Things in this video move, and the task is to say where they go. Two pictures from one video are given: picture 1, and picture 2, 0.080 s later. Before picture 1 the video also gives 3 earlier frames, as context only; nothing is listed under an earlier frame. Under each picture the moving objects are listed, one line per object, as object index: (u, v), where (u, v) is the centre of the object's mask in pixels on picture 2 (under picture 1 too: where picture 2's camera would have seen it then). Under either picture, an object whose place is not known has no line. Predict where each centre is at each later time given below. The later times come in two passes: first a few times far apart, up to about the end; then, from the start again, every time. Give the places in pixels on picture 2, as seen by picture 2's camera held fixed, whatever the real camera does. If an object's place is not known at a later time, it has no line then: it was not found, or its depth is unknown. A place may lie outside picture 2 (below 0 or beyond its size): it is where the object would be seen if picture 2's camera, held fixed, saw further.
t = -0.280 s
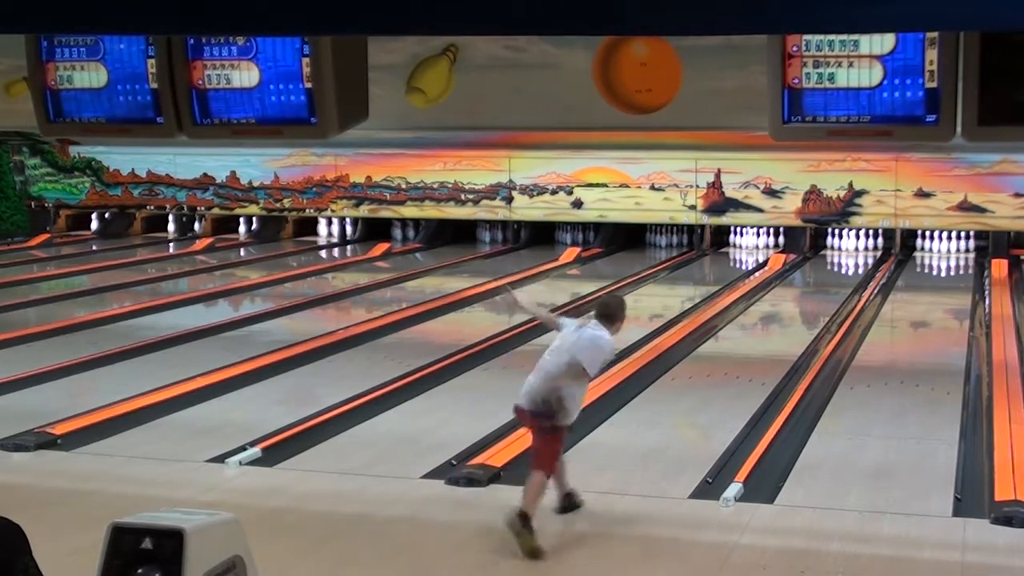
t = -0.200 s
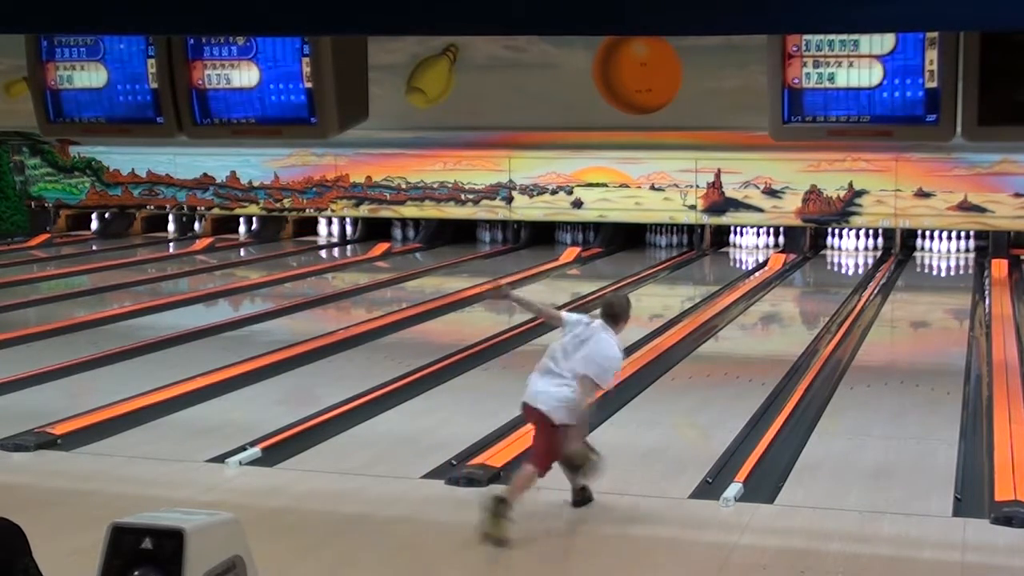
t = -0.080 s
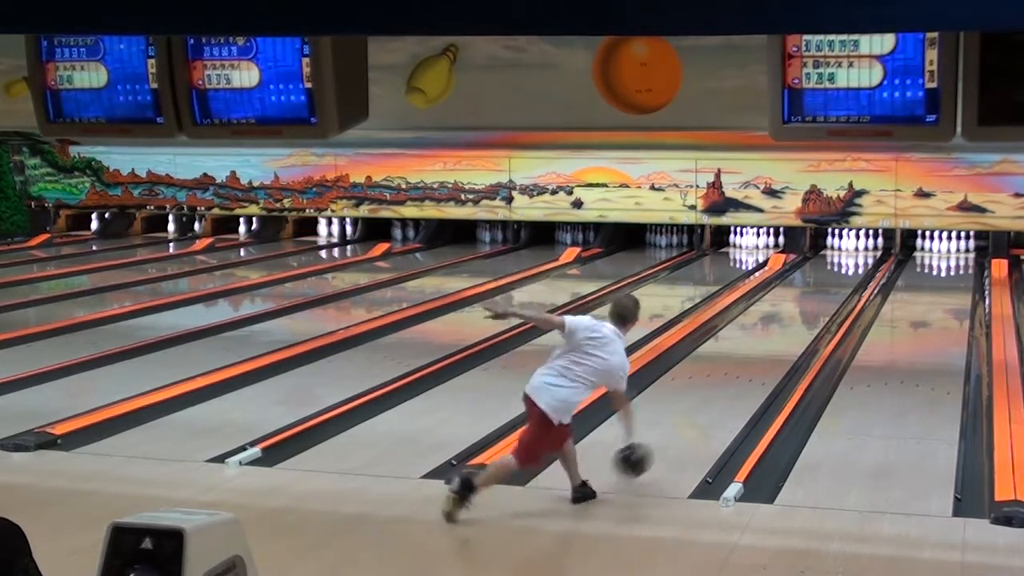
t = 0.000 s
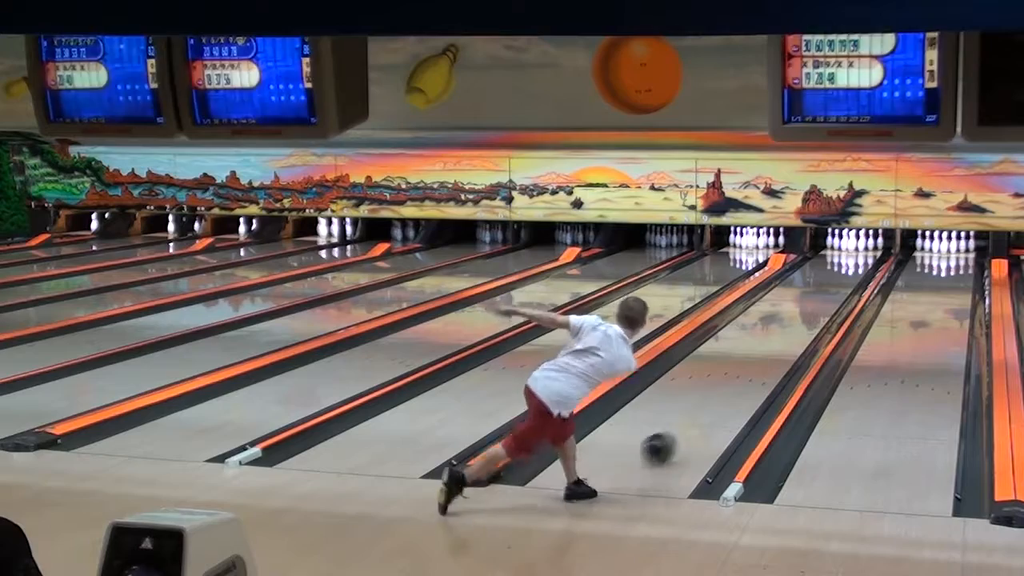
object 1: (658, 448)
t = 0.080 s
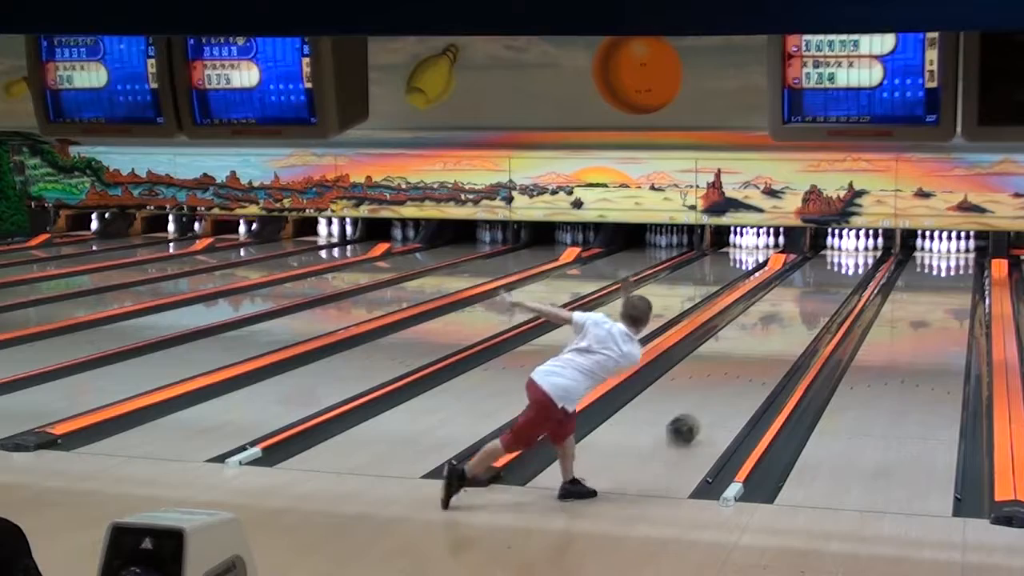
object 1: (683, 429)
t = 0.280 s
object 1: (730, 389)
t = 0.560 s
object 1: (777, 349)
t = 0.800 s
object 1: (807, 322)
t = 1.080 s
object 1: (832, 299)
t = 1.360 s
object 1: (848, 281)
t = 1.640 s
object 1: (856, 267)
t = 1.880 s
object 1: (859, 257)
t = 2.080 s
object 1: (858, 250)
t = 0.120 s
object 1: (693, 420)
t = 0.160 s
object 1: (703, 412)
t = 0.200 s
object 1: (712, 405)
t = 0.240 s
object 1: (720, 397)
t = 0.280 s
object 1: (730, 389)
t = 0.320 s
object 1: (737, 383)
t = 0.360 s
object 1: (745, 377)
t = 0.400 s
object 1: (752, 371)
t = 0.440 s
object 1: (758, 365)
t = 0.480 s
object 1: (765, 359)
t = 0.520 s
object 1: (771, 354)
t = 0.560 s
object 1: (777, 349)
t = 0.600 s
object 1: (783, 344)
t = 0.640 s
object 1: (788, 339)
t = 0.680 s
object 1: (793, 334)
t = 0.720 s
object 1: (798, 330)
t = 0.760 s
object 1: (803, 326)
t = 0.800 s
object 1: (807, 322)
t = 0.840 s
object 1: (811, 319)
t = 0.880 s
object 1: (815, 315)
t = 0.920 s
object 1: (819, 312)
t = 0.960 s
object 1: (822, 309)
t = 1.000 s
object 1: (826, 305)
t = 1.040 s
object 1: (829, 302)
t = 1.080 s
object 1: (832, 299)
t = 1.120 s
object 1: (835, 296)
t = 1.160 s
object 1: (837, 293)
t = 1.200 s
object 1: (840, 290)
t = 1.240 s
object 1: (842, 288)
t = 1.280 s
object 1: (844, 285)
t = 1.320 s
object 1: (846, 283)
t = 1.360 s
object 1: (848, 281)
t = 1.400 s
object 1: (850, 278)
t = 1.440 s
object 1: (852, 276)
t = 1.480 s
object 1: (852, 274)
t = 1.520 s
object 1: (854, 272)
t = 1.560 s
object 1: (855, 270)
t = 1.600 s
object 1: (856, 269)
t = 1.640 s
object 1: (856, 267)
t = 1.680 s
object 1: (857, 265)
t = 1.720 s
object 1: (857, 263)
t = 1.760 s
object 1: (858, 262)
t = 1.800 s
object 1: (859, 260)
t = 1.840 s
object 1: (859, 258)
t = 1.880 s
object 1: (859, 257)
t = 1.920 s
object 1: (859, 255)
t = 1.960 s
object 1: (859, 254)
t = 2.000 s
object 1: (859, 253)
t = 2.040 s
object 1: (859, 251)
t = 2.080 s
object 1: (858, 250)
